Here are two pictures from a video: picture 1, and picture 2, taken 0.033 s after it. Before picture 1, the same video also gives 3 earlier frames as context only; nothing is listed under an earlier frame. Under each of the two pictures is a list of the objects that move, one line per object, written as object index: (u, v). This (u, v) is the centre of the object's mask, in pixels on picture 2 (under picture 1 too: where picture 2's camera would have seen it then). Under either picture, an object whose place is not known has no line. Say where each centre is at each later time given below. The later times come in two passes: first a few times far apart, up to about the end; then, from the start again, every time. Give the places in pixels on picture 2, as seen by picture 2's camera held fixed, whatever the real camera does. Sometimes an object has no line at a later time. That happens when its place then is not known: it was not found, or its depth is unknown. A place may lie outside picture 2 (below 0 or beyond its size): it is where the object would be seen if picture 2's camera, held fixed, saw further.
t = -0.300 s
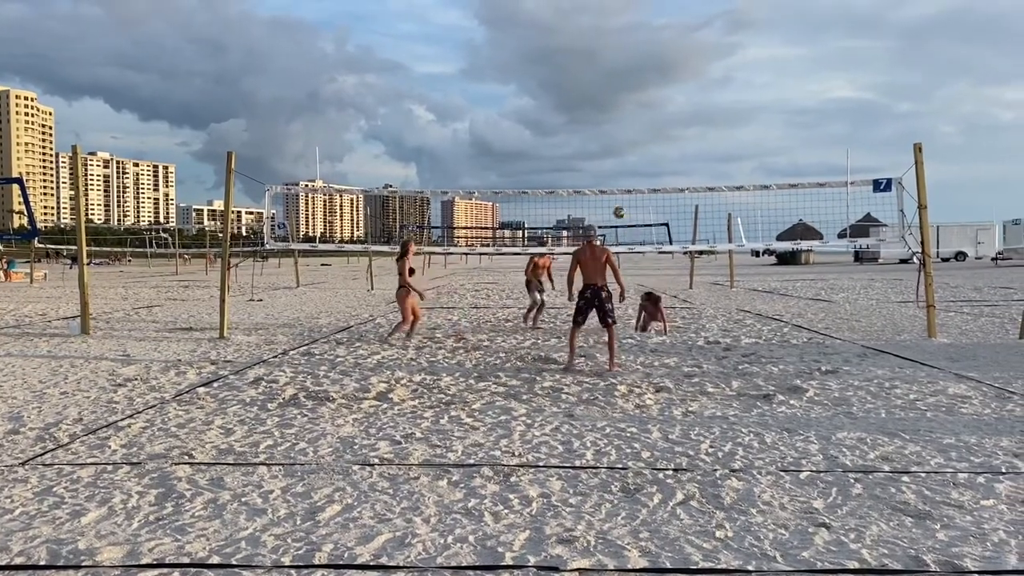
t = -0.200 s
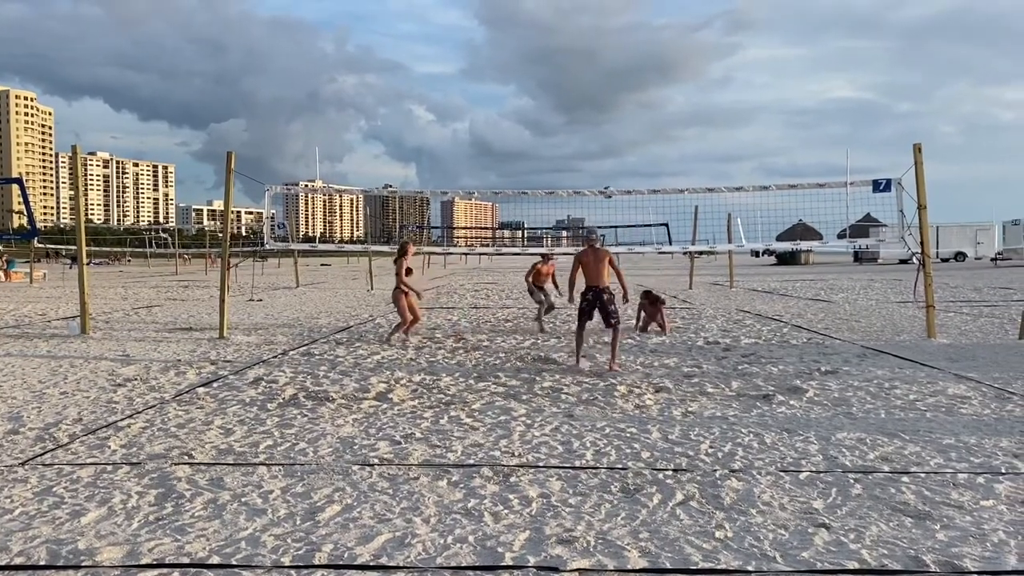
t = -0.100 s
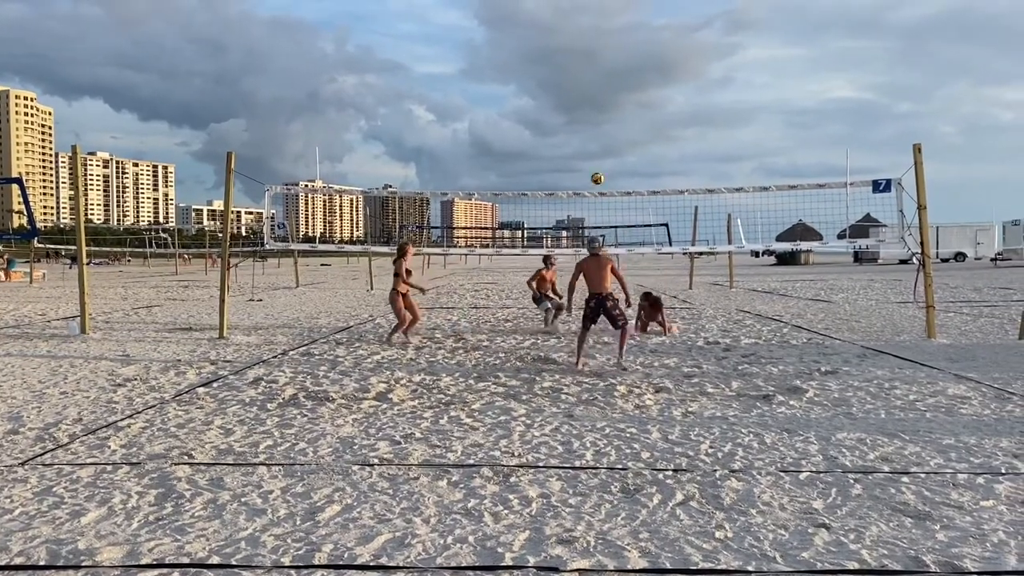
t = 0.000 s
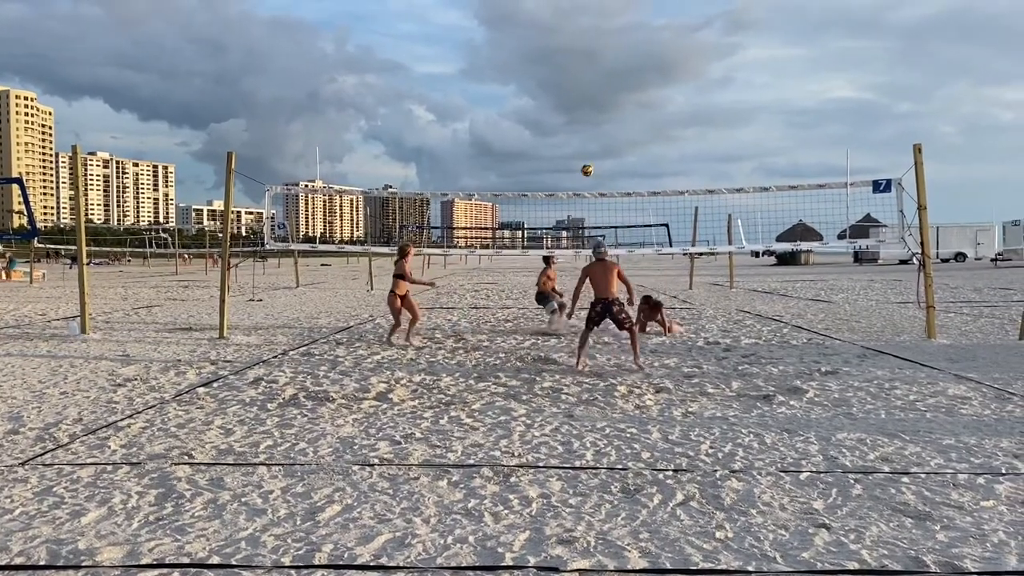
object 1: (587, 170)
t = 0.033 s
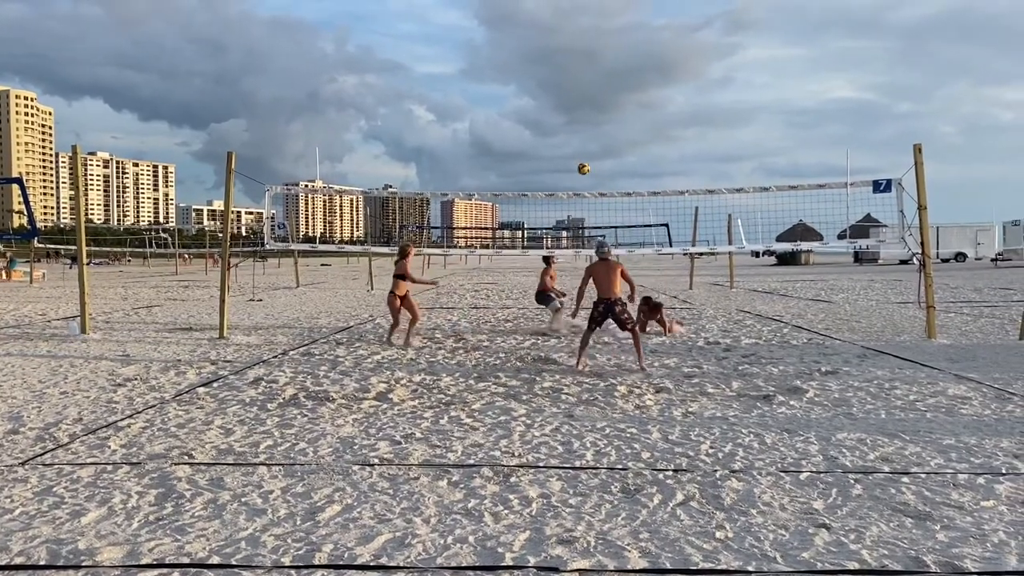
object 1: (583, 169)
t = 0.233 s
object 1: (563, 172)
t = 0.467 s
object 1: (541, 202)
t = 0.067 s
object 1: (580, 168)
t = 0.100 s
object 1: (577, 167)
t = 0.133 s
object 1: (574, 168)
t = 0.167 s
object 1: (570, 169)
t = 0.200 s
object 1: (567, 170)
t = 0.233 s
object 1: (563, 172)
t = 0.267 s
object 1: (560, 175)
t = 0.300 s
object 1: (556, 178)
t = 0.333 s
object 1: (554, 182)
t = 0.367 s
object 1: (550, 185)
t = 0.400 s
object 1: (547, 188)
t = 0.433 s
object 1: (542, 199)
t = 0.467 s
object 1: (541, 202)
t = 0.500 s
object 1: (537, 209)
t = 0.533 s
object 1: (534, 216)
